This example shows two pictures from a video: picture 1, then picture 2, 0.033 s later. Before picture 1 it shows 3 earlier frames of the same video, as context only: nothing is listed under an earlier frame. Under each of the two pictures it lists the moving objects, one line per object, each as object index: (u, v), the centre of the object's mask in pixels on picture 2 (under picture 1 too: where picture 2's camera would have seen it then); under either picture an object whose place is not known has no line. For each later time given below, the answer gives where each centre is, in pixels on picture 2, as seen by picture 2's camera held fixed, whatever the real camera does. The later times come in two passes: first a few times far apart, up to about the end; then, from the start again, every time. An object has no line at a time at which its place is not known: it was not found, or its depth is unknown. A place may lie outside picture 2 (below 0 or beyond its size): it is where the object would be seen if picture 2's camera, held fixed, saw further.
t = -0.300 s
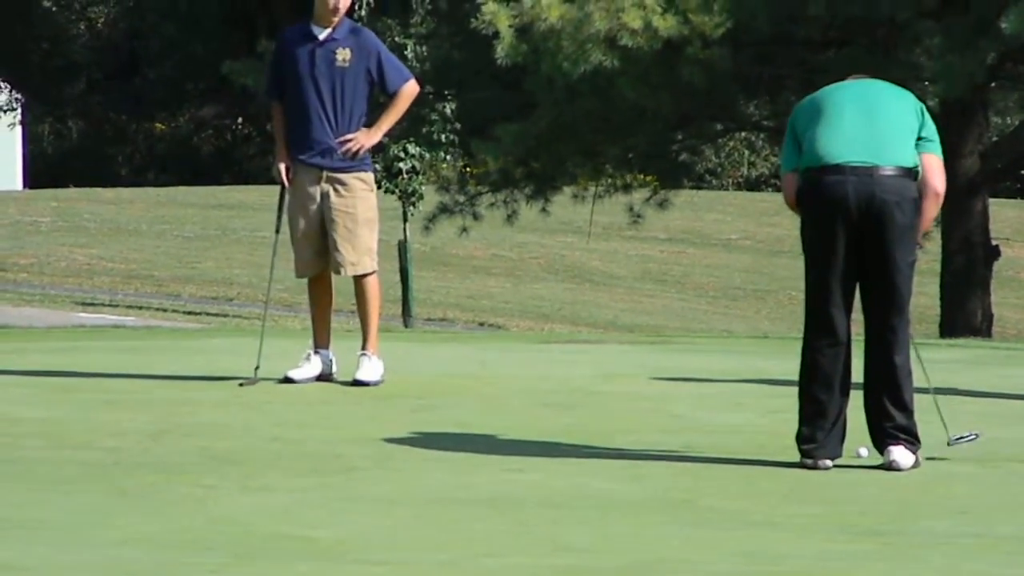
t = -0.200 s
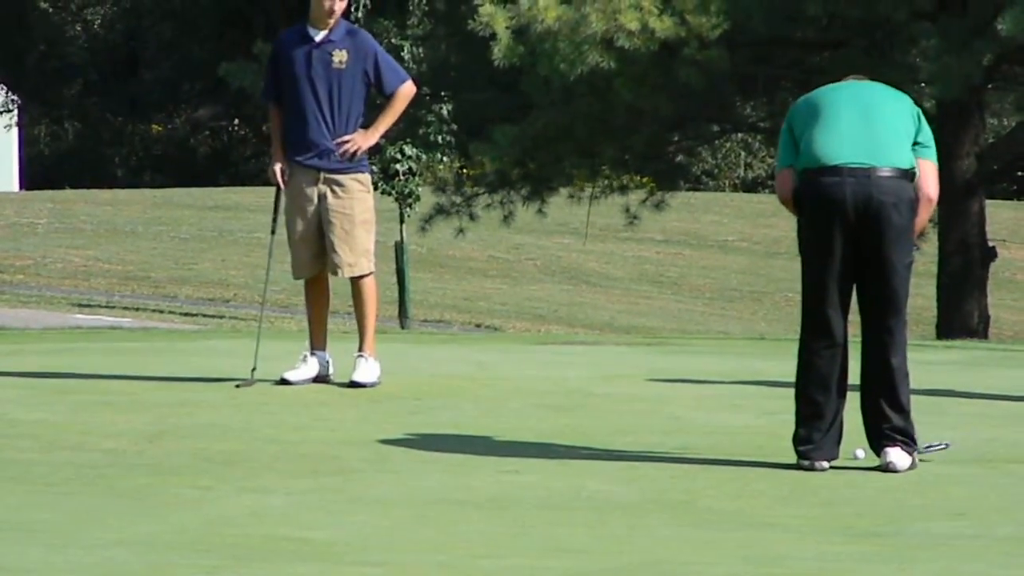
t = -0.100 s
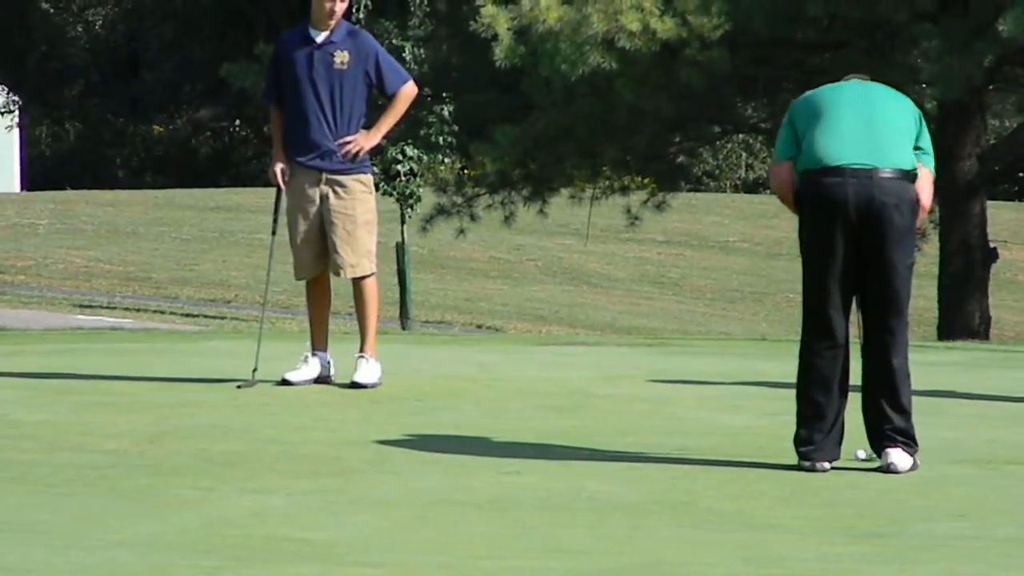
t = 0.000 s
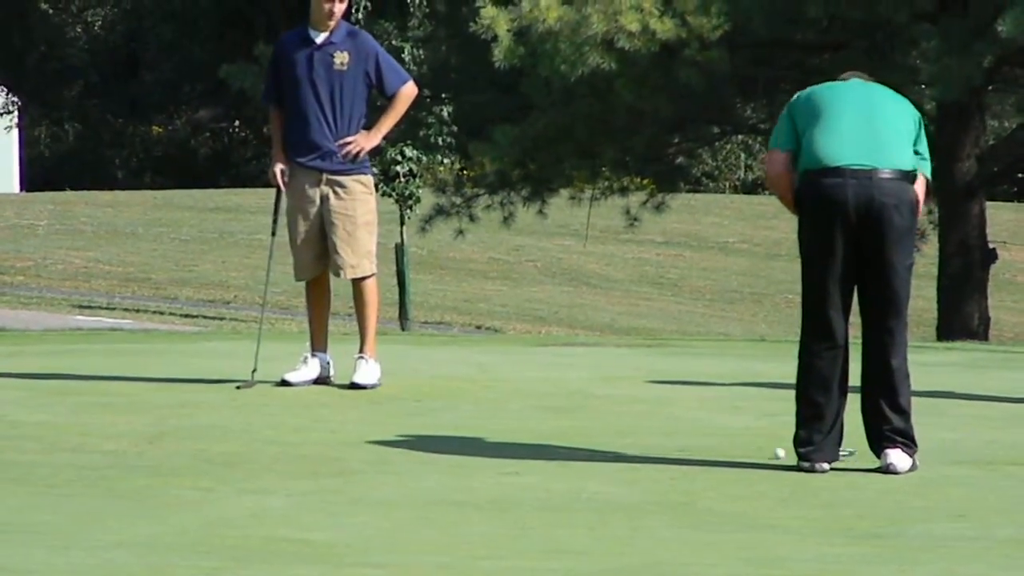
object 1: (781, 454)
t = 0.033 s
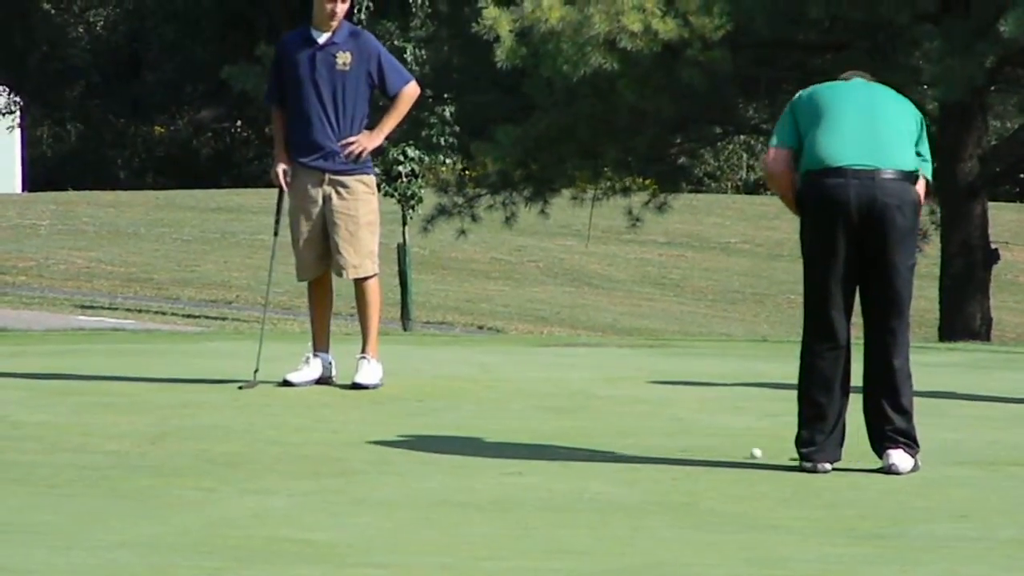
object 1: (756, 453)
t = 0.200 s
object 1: (647, 449)
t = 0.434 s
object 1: (509, 445)
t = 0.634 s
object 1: (398, 442)
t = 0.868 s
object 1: (281, 440)
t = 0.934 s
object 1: (250, 440)
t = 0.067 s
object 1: (732, 453)
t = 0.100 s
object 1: (710, 451)
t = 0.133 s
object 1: (691, 449)
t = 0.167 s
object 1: (667, 450)
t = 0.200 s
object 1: (647, 449)
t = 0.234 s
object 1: (627, 449)
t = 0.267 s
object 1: (607, 448)
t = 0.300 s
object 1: (588, 448)
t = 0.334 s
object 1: (568, 448)
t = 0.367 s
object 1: (547, 447)
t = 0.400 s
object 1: (527, 446)
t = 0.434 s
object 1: (509, 445)
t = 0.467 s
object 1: (490, 444)
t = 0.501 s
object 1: (471, 444)
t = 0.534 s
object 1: (452, 444)
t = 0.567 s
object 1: (435, 443)
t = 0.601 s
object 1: (417, 443)
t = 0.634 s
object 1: (398, 442)
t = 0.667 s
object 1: (381, 442)
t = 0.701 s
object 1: (364, 441)
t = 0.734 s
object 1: (348, 441)
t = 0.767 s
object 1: (330, 441)
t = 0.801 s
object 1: (314, 441)
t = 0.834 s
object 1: (298, 441)
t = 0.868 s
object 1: (281, 440)
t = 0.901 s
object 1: (266, 440)
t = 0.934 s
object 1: (250, 440)
